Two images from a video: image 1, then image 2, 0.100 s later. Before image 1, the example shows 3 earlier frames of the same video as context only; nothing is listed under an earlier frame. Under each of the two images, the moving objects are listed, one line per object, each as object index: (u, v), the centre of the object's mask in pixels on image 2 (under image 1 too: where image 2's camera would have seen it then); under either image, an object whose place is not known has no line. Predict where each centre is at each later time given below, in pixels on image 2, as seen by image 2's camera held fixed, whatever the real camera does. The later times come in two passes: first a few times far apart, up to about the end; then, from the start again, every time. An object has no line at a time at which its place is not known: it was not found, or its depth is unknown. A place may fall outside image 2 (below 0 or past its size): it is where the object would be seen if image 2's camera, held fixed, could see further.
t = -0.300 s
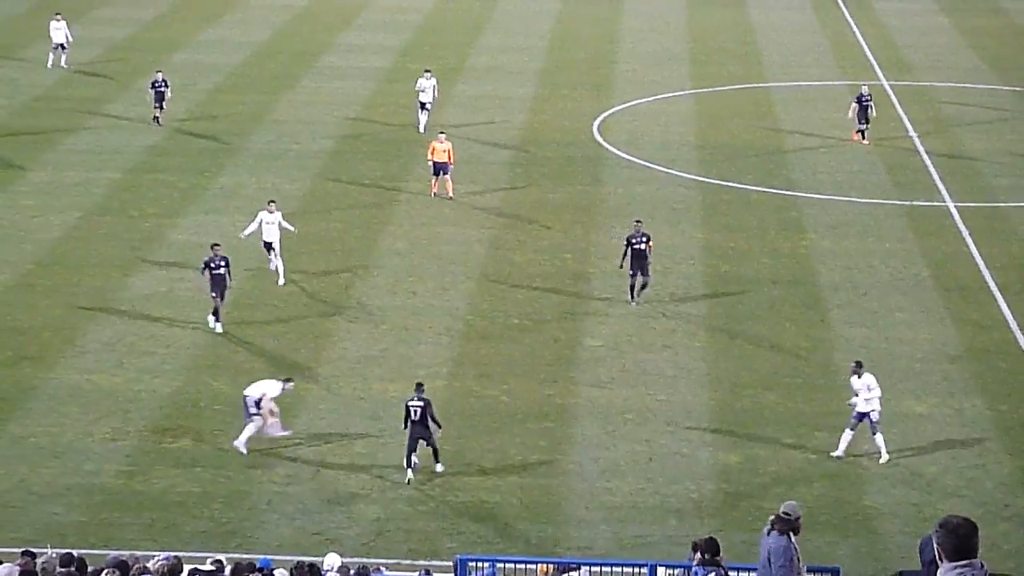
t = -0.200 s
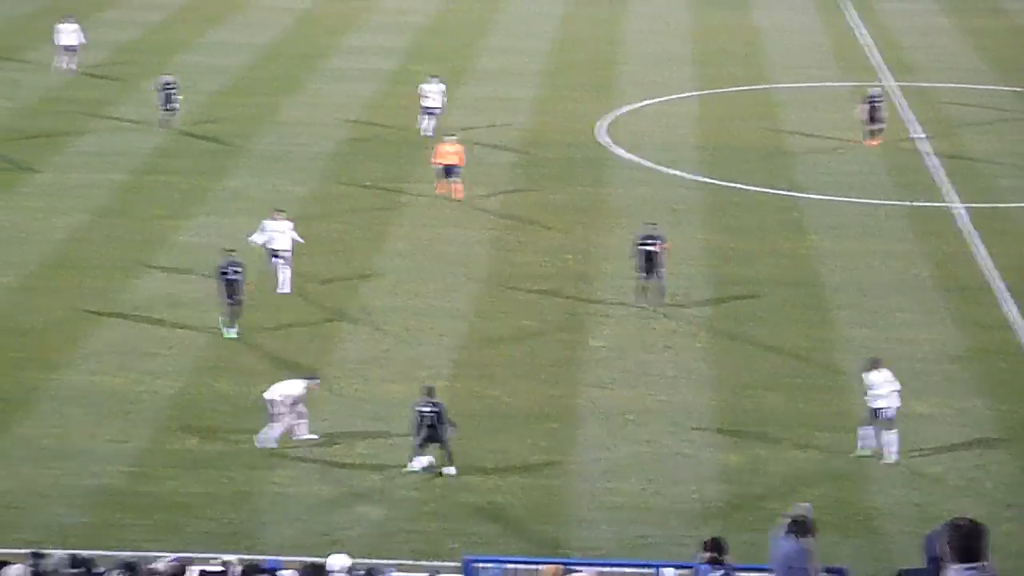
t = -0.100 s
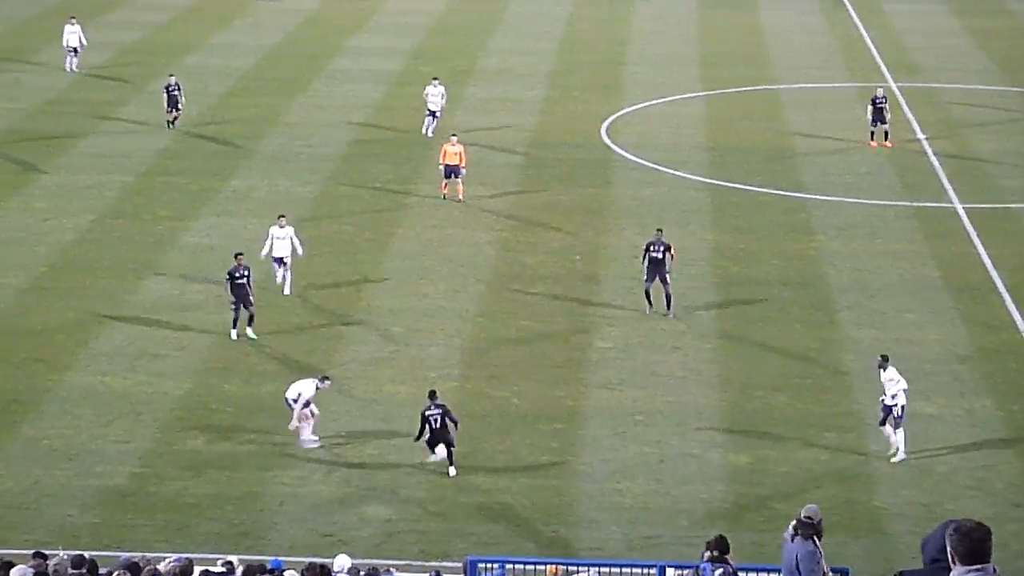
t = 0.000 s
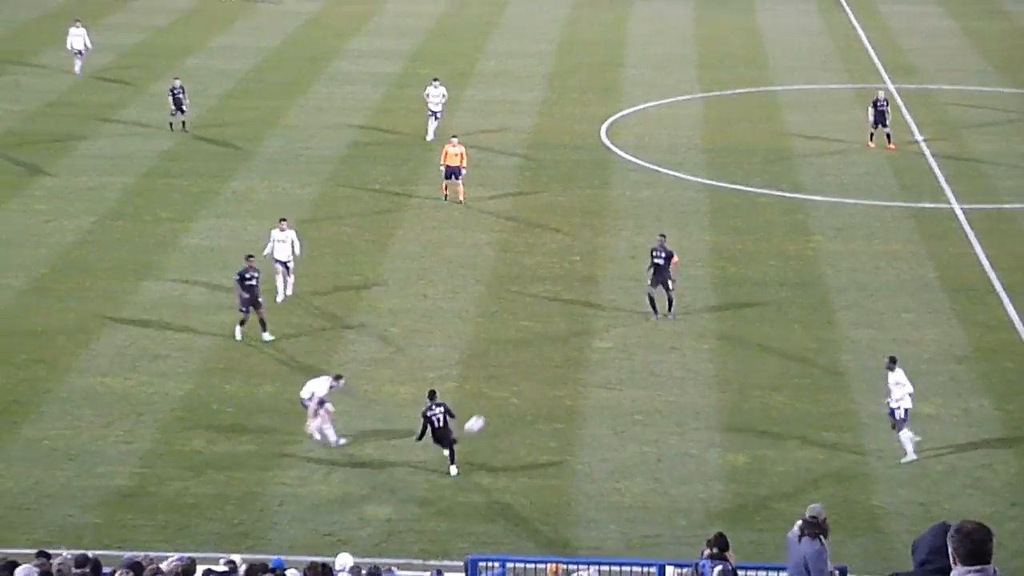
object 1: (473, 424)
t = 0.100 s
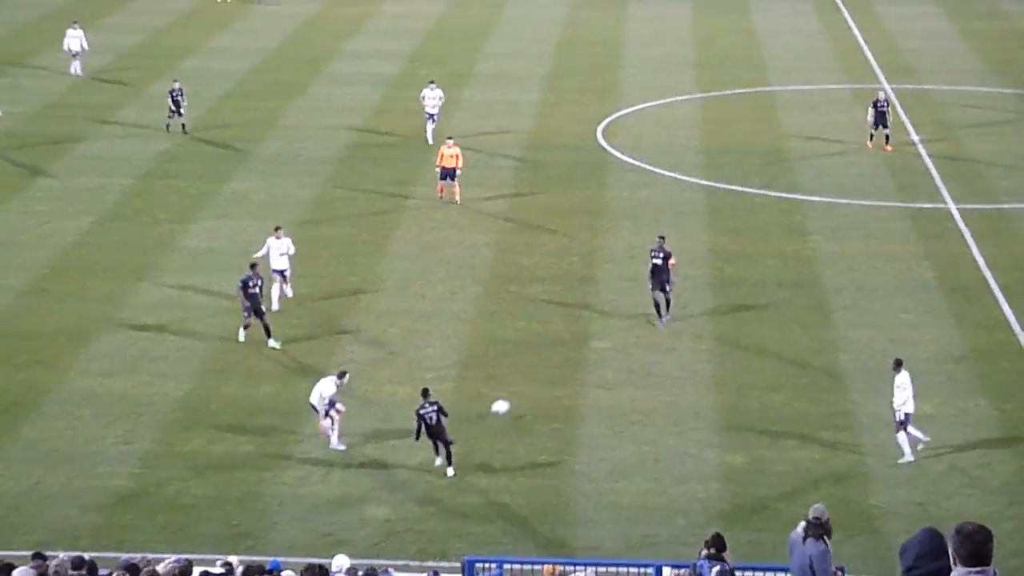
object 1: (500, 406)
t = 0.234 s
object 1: (535, 386)
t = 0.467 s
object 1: (588, 353)
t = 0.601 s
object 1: (613, 335)
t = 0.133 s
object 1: (509, 402)
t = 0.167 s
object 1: (518, 398)
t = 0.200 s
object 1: (526, 394)
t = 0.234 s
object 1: (535, 386)
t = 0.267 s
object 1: (543, 380)
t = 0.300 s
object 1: (551, 374)
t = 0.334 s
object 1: (559, 368)
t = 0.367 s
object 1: (566, 364)
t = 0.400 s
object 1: (573, 360)
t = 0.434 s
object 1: (581, 356)
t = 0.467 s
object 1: (588, 353)
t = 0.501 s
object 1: (595, 348)
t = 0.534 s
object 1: (601, 343)
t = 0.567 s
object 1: (607, 339)
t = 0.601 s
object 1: (613, 335)
